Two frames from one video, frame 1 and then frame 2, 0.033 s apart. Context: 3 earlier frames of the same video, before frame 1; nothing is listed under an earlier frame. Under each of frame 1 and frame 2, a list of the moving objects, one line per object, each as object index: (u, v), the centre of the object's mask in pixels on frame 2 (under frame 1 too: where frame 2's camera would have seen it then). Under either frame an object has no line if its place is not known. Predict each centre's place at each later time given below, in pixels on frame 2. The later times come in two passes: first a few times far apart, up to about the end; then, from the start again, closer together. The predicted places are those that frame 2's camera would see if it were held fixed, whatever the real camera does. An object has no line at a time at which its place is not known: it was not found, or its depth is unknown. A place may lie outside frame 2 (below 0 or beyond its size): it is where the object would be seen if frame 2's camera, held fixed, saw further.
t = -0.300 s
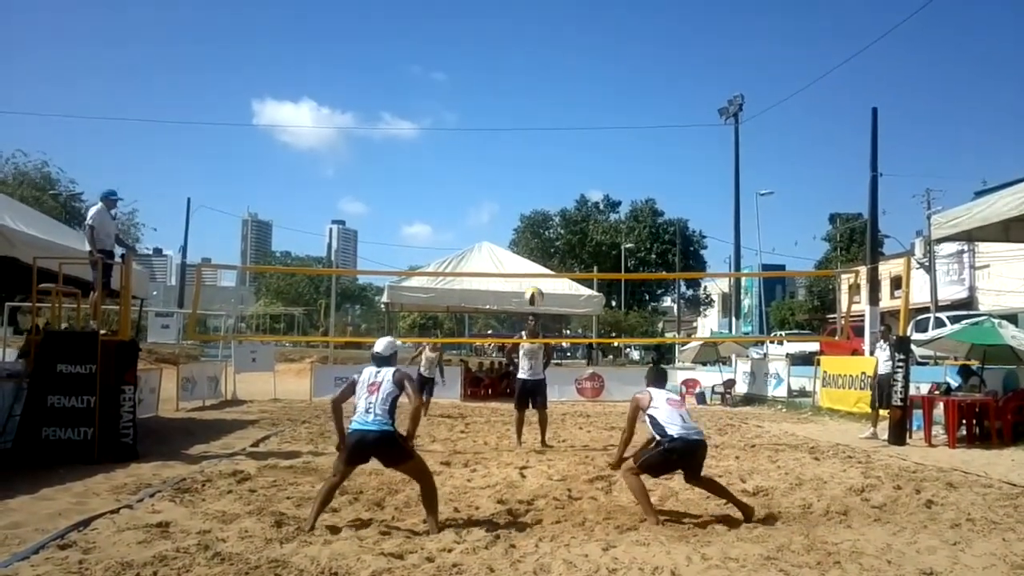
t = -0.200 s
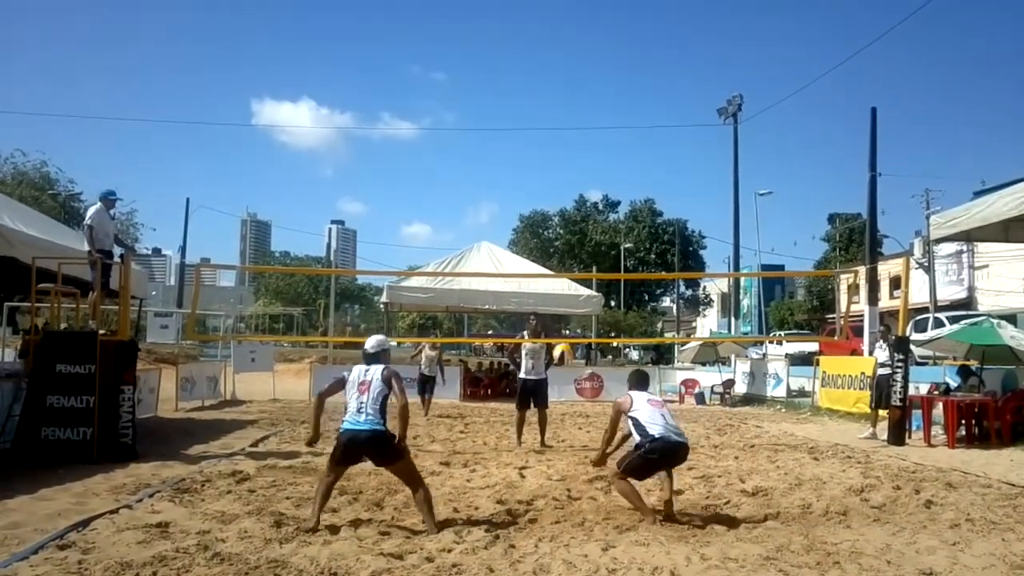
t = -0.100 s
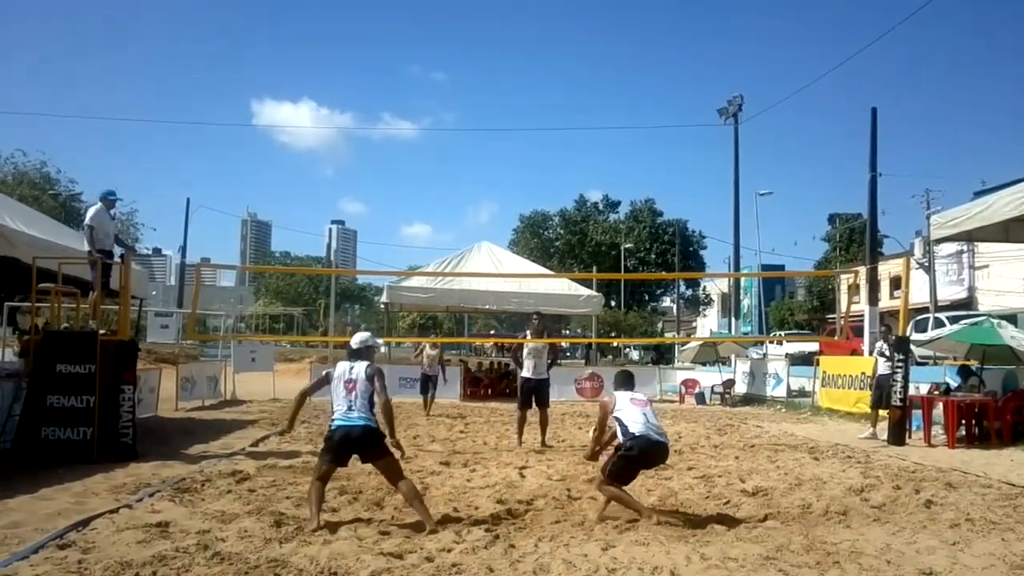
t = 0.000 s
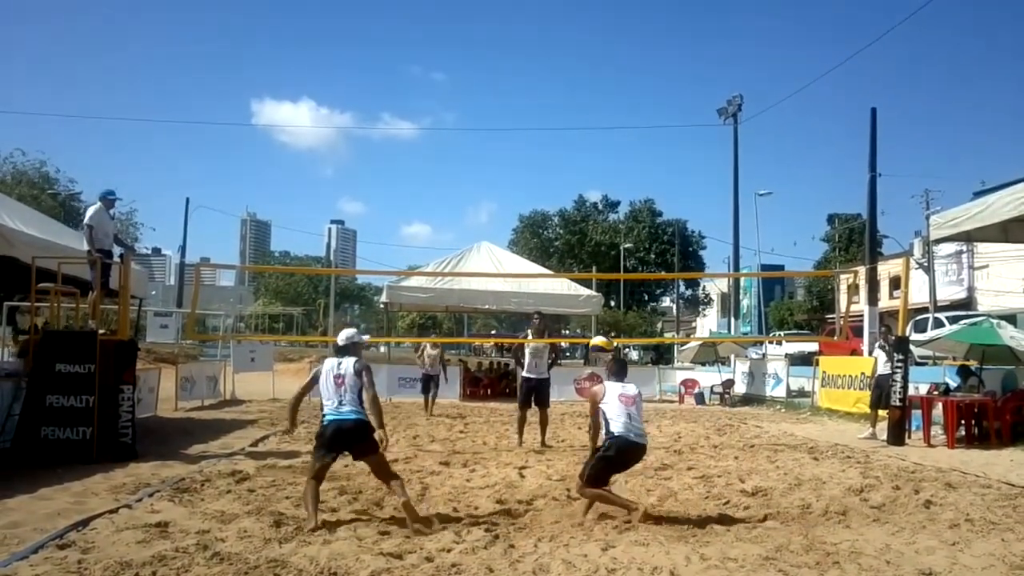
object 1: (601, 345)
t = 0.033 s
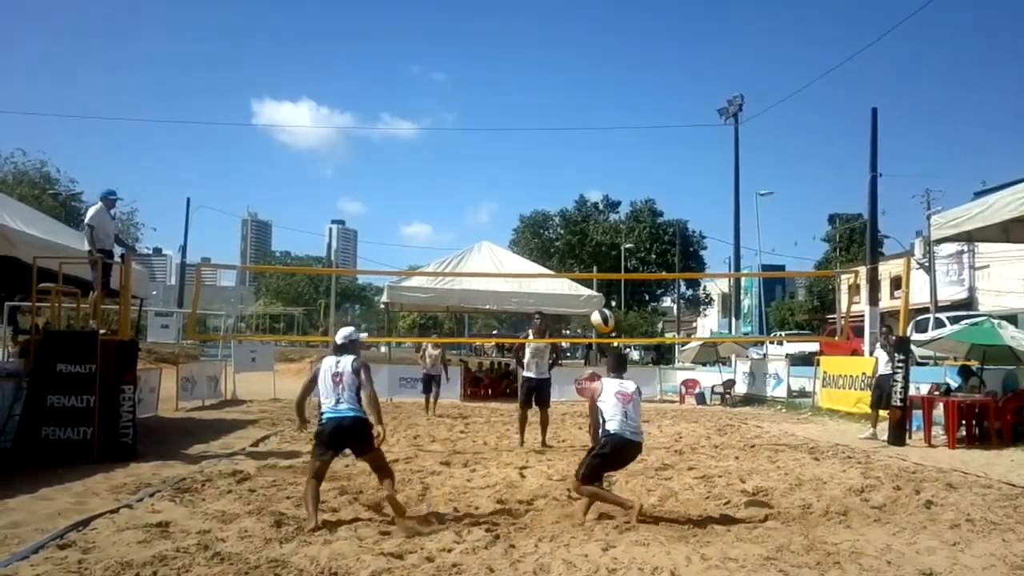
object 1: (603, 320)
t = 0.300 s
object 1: (600, 165)
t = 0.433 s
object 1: (598, 119)
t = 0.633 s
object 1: (595, 86)
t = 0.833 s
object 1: (590, 95)
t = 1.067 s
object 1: (584, 152)
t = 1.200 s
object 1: (579, 207)
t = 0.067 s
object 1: (603, 296)
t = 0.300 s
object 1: (600, 165)
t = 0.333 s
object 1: (600, 151)
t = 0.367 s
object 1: (598, 139)
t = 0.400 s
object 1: (598, 128)
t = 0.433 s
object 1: (598, 119)
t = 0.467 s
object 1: (597, 110)
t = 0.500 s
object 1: (597, 103)
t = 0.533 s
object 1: (596, 98)
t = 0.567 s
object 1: (596, 92)
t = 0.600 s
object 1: (595, 89)
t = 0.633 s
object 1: (595, 86)
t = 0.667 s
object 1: (593, 86)
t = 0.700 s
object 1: (592, 85)
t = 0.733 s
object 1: (592, 86)
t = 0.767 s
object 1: (592, 88)
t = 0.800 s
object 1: (591, 91)
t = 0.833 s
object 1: (590, 95)
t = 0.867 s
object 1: (589, 100)
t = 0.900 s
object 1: (589, 106)
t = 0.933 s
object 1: (588, 113)
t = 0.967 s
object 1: (586, 122)
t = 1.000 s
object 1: (586, 131)
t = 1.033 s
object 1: (585, 141)
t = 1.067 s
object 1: (584, 152)
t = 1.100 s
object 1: (582, 164)
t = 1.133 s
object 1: (581, 177)
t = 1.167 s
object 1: (580, 192)
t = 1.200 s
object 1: (579, 207)
